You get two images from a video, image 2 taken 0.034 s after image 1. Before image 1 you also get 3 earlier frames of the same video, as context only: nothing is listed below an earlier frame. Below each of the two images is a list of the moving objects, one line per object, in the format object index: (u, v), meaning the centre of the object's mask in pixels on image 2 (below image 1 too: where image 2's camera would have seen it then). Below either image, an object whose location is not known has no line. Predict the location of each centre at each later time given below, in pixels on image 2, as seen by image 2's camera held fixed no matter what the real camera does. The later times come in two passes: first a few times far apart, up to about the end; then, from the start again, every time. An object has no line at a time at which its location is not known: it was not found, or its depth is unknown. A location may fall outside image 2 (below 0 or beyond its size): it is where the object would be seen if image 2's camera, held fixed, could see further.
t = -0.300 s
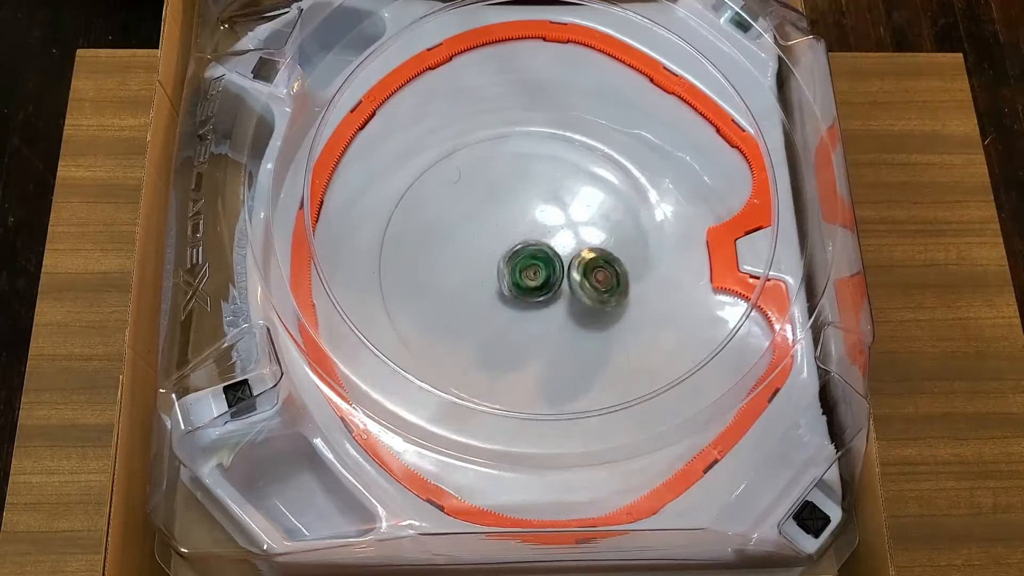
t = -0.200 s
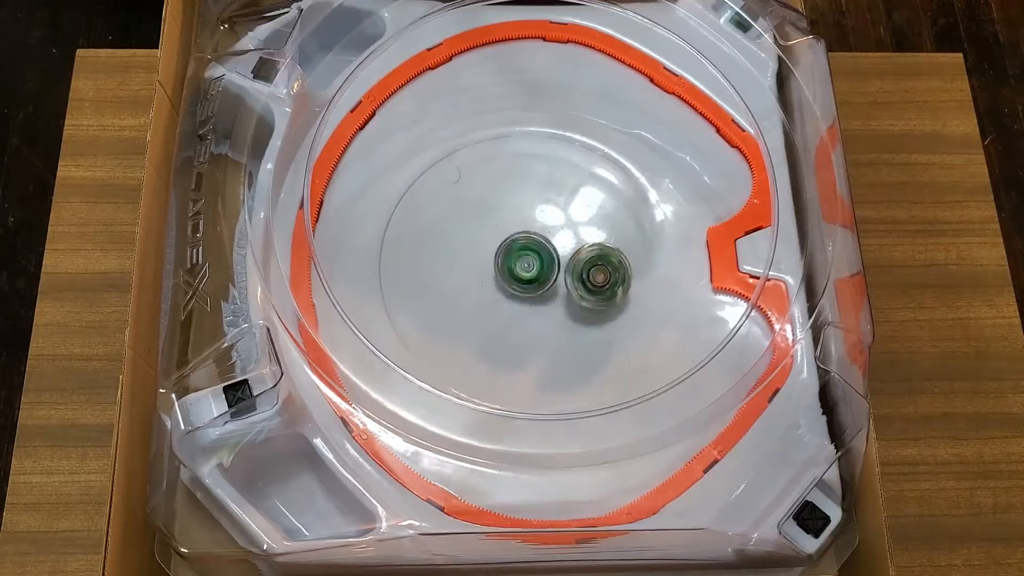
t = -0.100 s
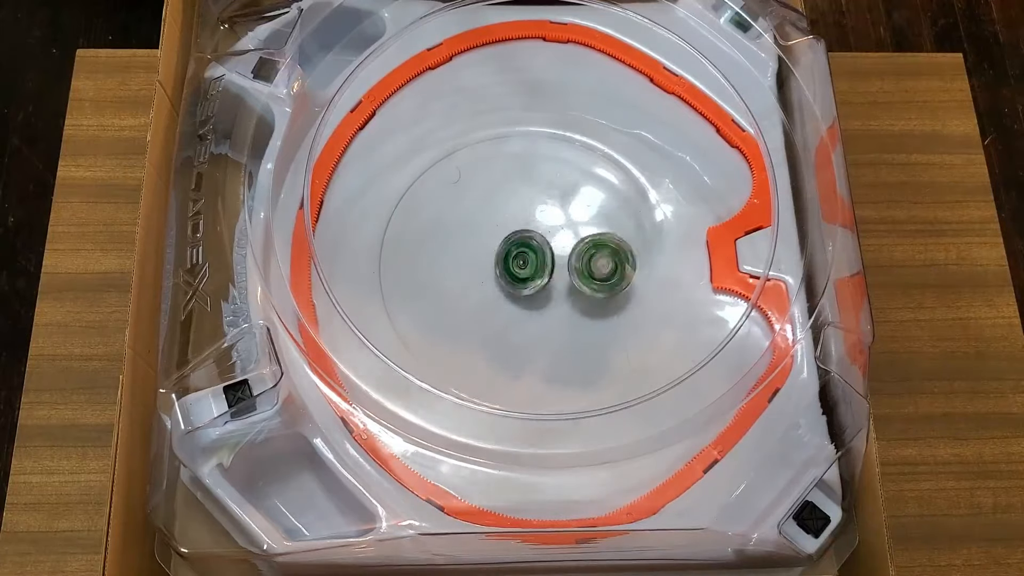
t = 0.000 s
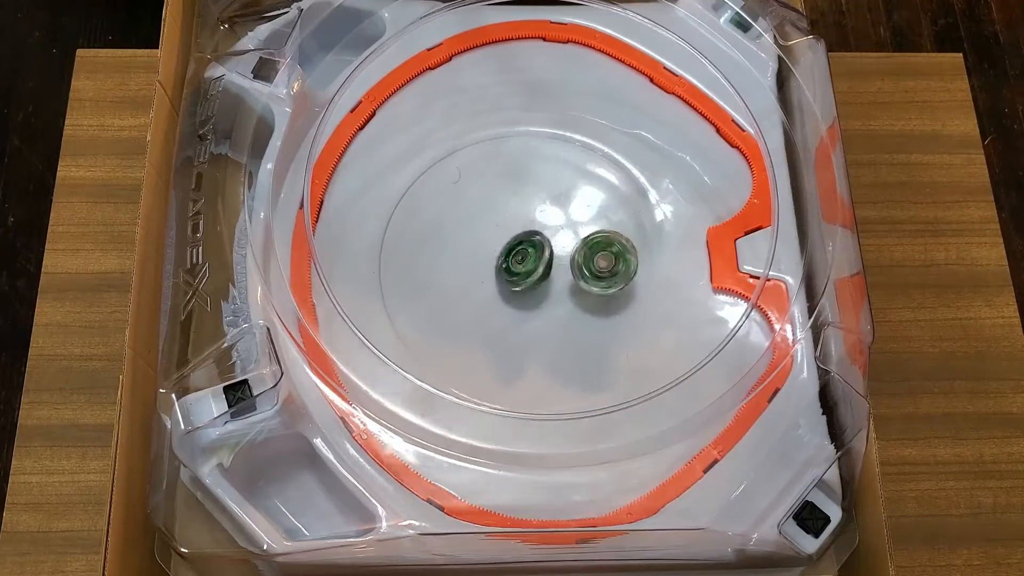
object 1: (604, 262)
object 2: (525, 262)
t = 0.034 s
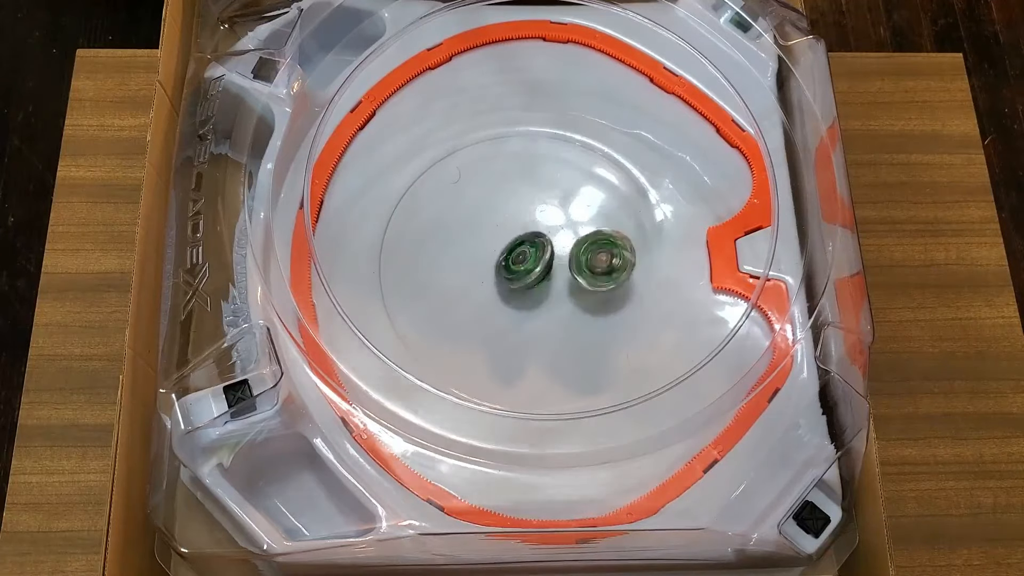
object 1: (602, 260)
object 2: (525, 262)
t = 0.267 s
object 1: (594, 253)
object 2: (526, 261)
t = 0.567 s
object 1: (593, 233)
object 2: (518, 258)
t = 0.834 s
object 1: (582, 229)
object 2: (512, 263)
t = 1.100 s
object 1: (561, 226)
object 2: (517, 270)
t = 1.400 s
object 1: (569, 213)
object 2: (513, 274)
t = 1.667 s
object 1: (559, 238)
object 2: (502, 284)
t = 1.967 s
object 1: (546, 315)
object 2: (469, 306)
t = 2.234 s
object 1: (535, 289)
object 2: (487, 254)
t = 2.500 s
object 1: (533, 282)
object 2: (578, 204)
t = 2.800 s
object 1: (533, 277)
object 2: (631, 268)
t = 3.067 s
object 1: (534, 278)
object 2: (602, 326)
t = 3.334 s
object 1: (534, 278)
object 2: (583, 344)
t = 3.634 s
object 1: (534, 277)
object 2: (589, 334)
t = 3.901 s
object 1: (534, 277)
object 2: (584, 336)
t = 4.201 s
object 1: (533, 277)
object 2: (583, 333)
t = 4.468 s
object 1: (533, 277)
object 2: (584, 331)
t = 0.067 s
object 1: (603, 258)
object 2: (525, 262)
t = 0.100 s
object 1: (602, 257)
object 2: (525, 261)
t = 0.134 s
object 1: (602, 257)
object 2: (526, 261)
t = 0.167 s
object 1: (599, 256)
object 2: (526, 262)
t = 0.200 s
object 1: (597, 256)
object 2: (525, 262)
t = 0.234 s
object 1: (594, 253)
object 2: (526, 261)
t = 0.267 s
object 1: (594, 253)
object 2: (526, 261)
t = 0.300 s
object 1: (591, 250)
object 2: (526, 261)
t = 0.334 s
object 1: (589, 249)
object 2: (527, 261)
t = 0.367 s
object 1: (587, 245)
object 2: (529, 261)
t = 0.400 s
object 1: (586, 244)
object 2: (529, 261)
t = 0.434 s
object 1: (582, 240)
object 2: (529, 261)
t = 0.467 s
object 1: (582, 237)
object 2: (530, 261)
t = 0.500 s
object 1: (584, 232)
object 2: (528, 262)
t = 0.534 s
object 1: (591, 233)
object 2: (523, 260)
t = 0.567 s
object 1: (593, 233)
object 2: (518, 258)
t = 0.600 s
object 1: (591, 236)
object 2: (516, 259)
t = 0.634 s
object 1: (588, 234)
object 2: (514, 258)
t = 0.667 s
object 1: (586, 232)
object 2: (512, 261)
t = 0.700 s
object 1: (586, 228)
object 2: (511, 260)
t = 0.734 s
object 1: (585, 229)
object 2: (510, 260)
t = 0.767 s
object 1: (585, 228)
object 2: (511, 261)
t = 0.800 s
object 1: (583, 228)
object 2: (511, 261)
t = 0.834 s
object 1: (582, 229)
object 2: (512, 263)
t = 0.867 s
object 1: (580, 230)
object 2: (512, 263)
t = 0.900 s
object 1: (578, 231)
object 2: (512, 265)
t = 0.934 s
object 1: (574, 232)
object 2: (514, 267)
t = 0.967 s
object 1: (572, 232)
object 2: (515, 269)
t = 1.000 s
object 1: (568, 231)
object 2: (515, 272)
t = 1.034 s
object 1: (566, 229)
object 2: (516, 272)
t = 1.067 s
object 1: (562, 227)
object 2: (515, 272)
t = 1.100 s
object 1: (561, 226)
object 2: (517, 270)
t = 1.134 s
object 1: (558, 223)
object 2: (519, 271)
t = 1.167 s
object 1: (557, 221)
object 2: (519, 270)
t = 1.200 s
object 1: (556, 218)
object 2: (521, 271)
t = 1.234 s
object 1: (554, 216)
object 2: (522, 272)
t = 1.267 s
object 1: (555, 214)
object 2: (522, 270)
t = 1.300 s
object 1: (556, 212)
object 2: (521, 272)
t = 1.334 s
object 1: (565, 207)
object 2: (518, 273)
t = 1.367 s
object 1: (568, 209)
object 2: (515, 274)
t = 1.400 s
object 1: (569, 213)
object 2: (513, 274)
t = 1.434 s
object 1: (563, 217)
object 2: (511, 277)
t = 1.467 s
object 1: (560, 219)
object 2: (510, 279)
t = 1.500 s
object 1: (556, 222)
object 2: (510, 277)
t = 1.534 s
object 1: (555, 221)
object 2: (511, 277)
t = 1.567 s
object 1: (553, 225)
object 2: (512, 278)
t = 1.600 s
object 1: (552, 225)
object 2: (514, 277)
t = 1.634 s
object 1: (554, 232)
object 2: (512, 278)
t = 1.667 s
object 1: (559, 238)
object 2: (502, 284)
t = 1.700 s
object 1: (564, 245)
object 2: (494, 289)
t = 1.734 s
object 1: (565, 252)
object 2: (490, 294)
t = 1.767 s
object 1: (565, 264)
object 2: (484, 300)
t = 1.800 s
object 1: (565, 278)
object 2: (483, 304)
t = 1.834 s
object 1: (561, 287)
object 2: (479, 307)
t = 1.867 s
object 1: (556, 298)
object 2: (477, 308)
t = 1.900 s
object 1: (549, 305)
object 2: (476, 308)
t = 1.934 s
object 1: (546, 310)
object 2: (474, 307)
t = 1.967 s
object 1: (546, 315)
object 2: (469, 306)
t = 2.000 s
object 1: (543, 314)
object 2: (468, 305)
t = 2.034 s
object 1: (539, 310)
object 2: (470, 302)
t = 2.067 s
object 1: (536, 308)
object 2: (471, 298)
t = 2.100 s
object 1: (531, 304)
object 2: (475, 296)
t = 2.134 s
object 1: (529, 301)
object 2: (477, 290)
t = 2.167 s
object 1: (533, 299)
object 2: (479, 278)
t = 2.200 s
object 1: (536, 294)
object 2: (482, 264)
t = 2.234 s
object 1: (535, 289)
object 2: (487, 254)
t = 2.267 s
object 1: (535, 285)
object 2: (492, 245)
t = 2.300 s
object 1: (536, 282)
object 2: (501, 233)
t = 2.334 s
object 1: (536, 278)
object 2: (509, 226)
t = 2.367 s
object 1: (534, 277)
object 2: (521, 218)
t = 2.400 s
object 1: (533, 279)
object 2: (536, 209)
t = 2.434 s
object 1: (533, 280)
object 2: (552, 204)
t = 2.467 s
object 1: (533, 282)
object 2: (566, 204)
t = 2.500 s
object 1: (533, 282)
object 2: (578, 204)
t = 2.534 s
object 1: (533, 283)
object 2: (590, 207)
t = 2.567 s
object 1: (533, 283)
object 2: (602, 209)
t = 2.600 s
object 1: (533, 282)
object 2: (612, 215)
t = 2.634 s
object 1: (534, 281)
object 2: (619, 223)
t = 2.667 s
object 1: (533, 280)
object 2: (624, 235)
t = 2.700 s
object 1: (533, 279)
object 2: (629, 243)
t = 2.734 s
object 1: (533, 278)
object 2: (632, 254)
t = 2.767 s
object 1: (533, 277)
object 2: (632, 258)
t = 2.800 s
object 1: (533, 277)
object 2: (631, 268)
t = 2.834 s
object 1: (533, 278)
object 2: (629, 278)
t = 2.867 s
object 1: (534, 278)
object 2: (630, 286)
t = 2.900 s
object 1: (533, 279)
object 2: (627, 295)
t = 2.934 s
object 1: (533, 279)
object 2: (621, 301)
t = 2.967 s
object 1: (534, 279)
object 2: (613, 312)
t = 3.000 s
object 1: (534, 279)
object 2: (607, 319)
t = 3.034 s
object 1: (534, 278)
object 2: (605, 324)
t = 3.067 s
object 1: (534, 278)
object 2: (602, 326)
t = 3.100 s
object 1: (534, 277)
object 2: (599, 330)
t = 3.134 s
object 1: (534, 277)
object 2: (596, 333)
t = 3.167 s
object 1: (534, 277)
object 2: (593, 336)
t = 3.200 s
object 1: (534, 278)
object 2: (590, 339)
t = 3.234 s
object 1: (534, 278)
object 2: (587, 341)
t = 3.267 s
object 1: (534, 278)
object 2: (585, 342)
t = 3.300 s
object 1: (534, 278)
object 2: (583, 343)
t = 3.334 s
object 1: (534, 278)
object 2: (583, 344)
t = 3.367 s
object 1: (534, 277)
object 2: (582, 345)
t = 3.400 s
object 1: (534, 277)
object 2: (582, 345)
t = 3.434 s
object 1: (534, 277)
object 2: (583, 344)
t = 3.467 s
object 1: (534, 277)
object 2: (583, 342)
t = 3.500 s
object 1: (534, 278)
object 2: (585, 341)
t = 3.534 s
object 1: (534, 278)
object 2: (586, 338)
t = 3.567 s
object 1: (534, 278)
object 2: (588, 336)
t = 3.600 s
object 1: (534, 278)
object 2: (589, 334)
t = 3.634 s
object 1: (534, 277)
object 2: (589, 334)
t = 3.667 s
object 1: (534, 277)
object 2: (588, 334)
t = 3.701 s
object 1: (534, 277)
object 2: (585, 335)
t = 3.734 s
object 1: (534, 277)
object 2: (584, 336)
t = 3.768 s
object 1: (534, 278)
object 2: (583, 337)
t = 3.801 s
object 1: (534, 278)
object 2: (583, 337)
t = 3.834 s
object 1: (534, 277)
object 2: (583, 337)
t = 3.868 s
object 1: (534, 277)
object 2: (583, 337)
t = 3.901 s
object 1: (534, 277)
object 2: (584, 336)
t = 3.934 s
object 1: (534, 277)
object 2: (585, 335)
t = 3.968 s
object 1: (534, 277)
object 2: (585, 334)
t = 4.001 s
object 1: (534, 277)
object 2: (586, 333)
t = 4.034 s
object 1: (534, 277)
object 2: (586, 332)
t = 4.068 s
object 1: (534, 277)
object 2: (586, 332)
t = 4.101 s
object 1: (534, 277)
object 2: (585, 332)
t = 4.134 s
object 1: (534, 277)
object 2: (584, 333)
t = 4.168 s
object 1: (533, 277)
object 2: (583, 333)
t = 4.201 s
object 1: (533, 277)
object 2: (583, 333)
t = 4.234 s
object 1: (534, 277)
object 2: (583, 333)
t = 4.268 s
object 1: (534, 277)
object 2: (583, 333)
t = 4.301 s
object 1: (534, 277)
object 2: (584, 332)
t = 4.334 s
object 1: (533, 277)
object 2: (584, 332)
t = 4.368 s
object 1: (534, 277)
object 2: (585, 331)
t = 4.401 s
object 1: (534, 277)
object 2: (584, 331)
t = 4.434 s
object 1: (534, 277)
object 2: (584, 331)
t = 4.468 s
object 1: (533, 277)
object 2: (584, 331)
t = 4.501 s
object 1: (534, 277)
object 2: (584, 332)
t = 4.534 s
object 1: (534, 277)
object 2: (583, 332)
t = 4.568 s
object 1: (534, 277)
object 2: (583, 332)
